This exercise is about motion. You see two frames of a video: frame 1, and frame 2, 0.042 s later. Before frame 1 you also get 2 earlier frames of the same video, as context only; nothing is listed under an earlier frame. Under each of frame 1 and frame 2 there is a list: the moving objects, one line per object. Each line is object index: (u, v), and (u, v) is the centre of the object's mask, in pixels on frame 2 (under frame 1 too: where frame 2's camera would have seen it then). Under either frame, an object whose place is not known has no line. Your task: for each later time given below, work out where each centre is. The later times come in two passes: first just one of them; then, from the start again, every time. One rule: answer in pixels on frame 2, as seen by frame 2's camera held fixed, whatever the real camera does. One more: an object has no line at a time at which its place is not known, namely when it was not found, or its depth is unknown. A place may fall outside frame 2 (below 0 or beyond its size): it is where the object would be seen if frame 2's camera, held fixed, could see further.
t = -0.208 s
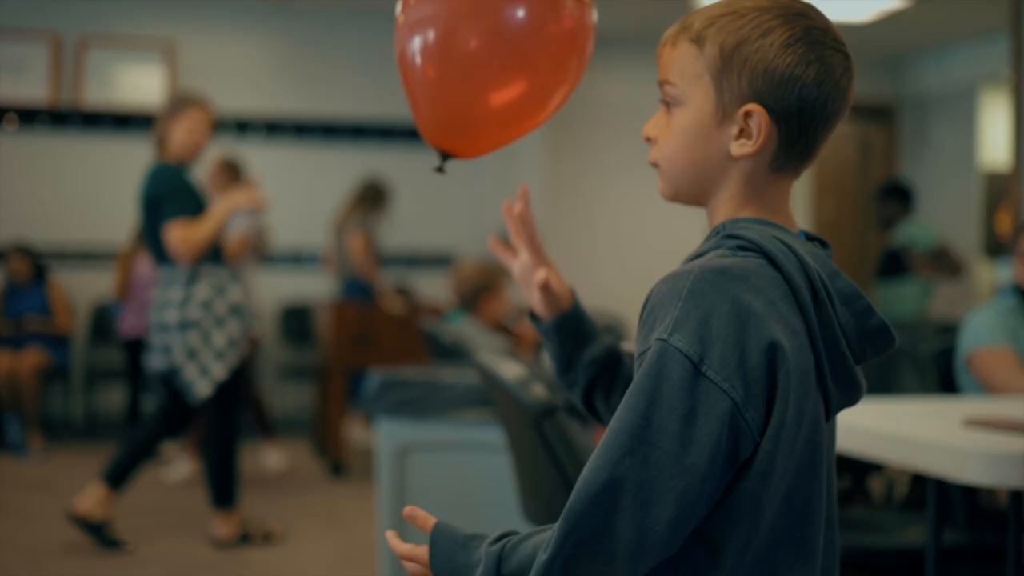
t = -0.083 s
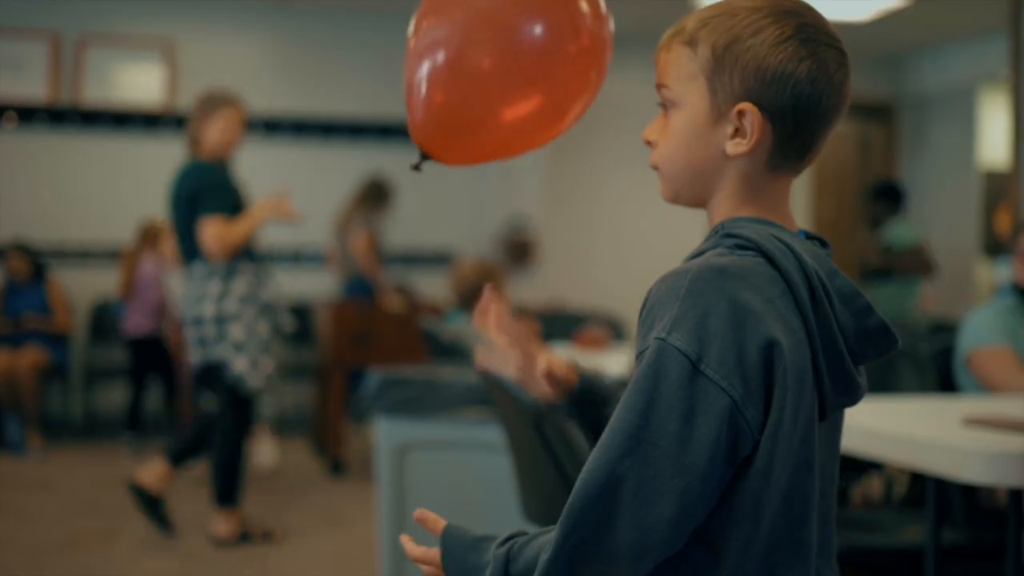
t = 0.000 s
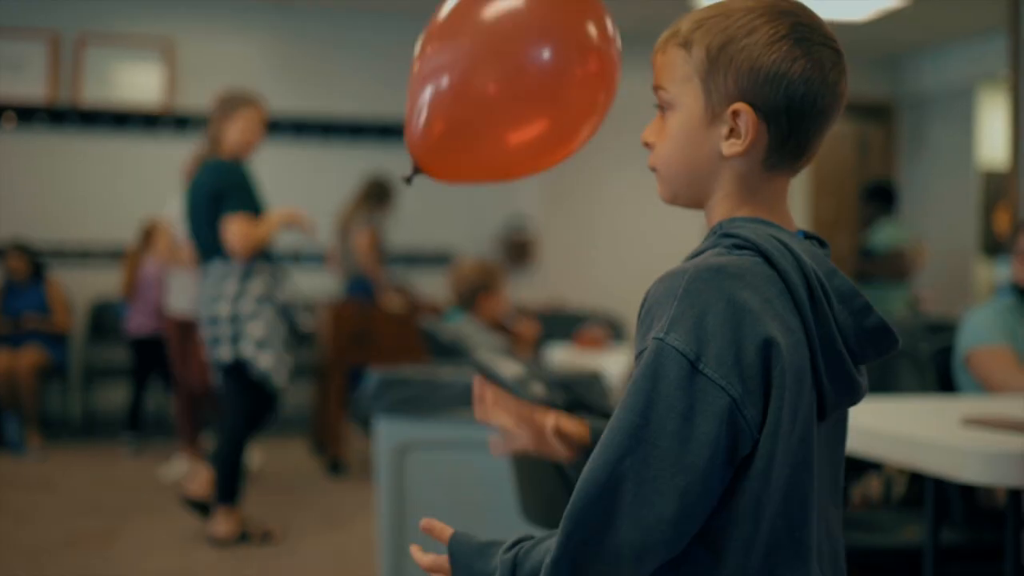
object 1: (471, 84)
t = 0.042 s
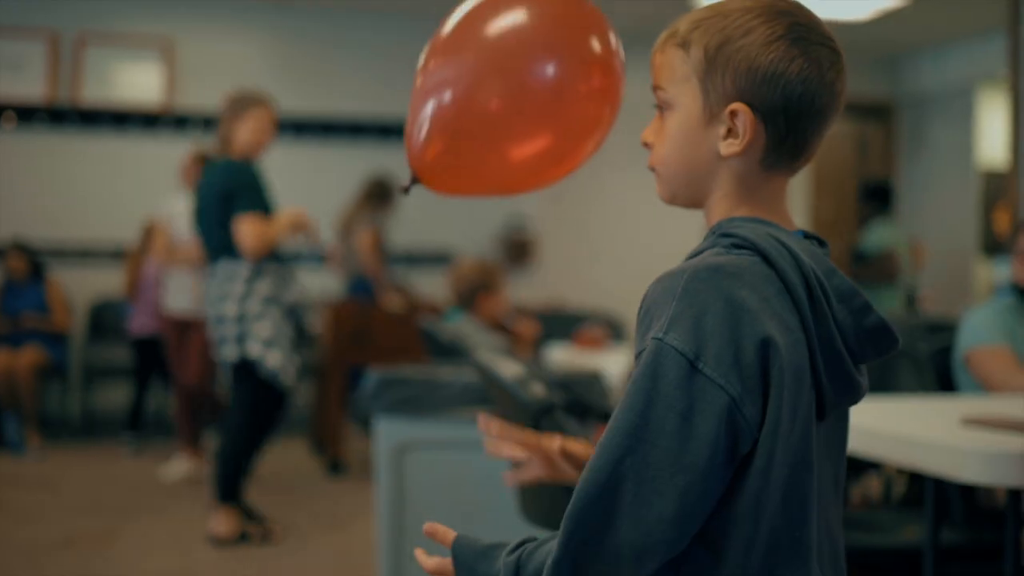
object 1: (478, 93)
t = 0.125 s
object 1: (491, 124)
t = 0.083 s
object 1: (483, 106)
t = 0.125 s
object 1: (491, 124)
